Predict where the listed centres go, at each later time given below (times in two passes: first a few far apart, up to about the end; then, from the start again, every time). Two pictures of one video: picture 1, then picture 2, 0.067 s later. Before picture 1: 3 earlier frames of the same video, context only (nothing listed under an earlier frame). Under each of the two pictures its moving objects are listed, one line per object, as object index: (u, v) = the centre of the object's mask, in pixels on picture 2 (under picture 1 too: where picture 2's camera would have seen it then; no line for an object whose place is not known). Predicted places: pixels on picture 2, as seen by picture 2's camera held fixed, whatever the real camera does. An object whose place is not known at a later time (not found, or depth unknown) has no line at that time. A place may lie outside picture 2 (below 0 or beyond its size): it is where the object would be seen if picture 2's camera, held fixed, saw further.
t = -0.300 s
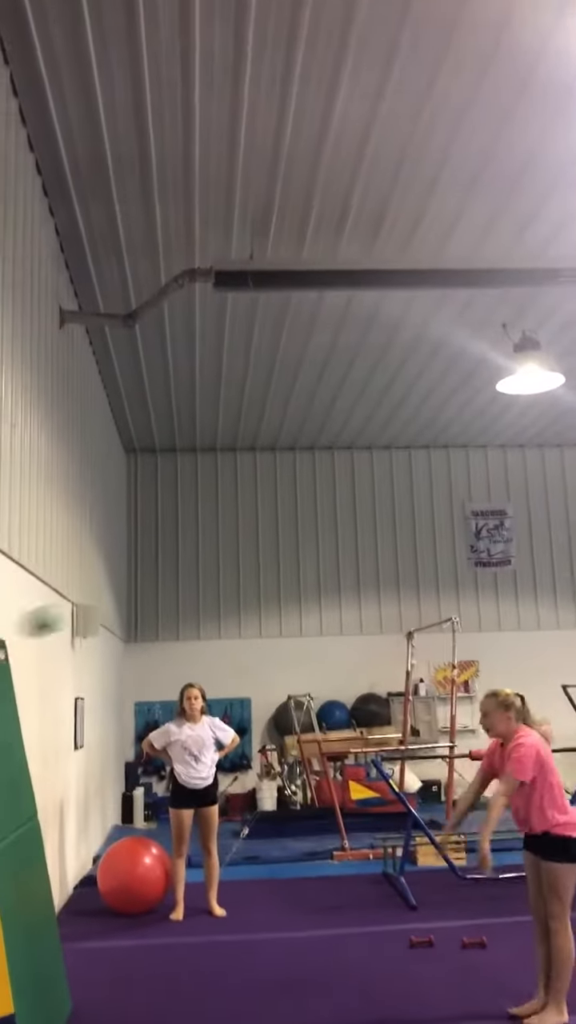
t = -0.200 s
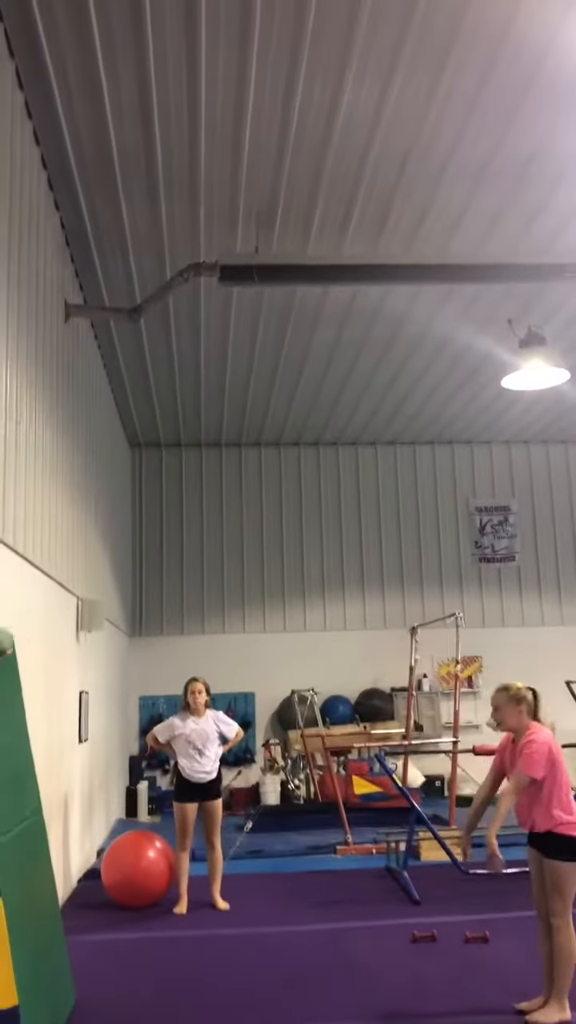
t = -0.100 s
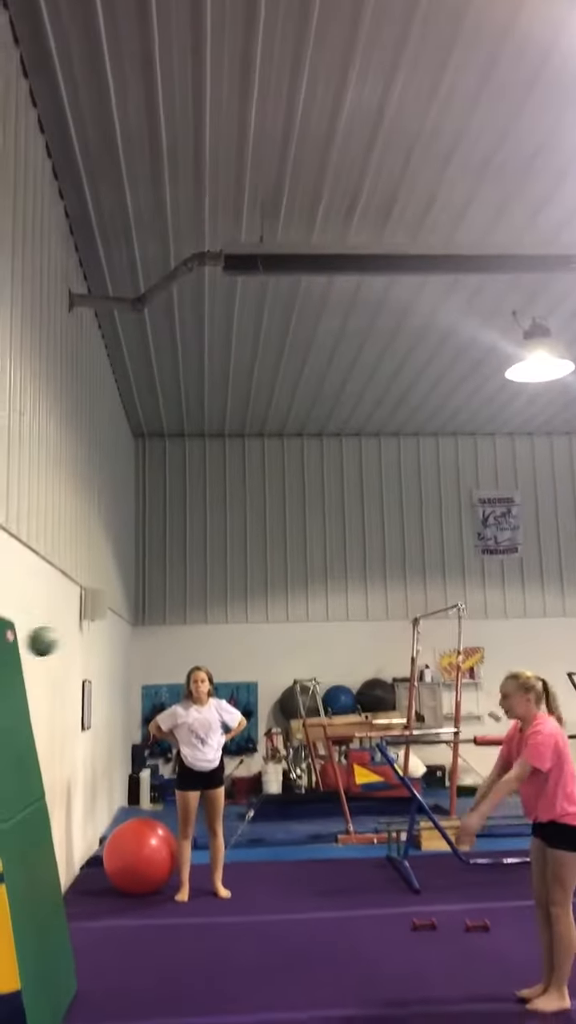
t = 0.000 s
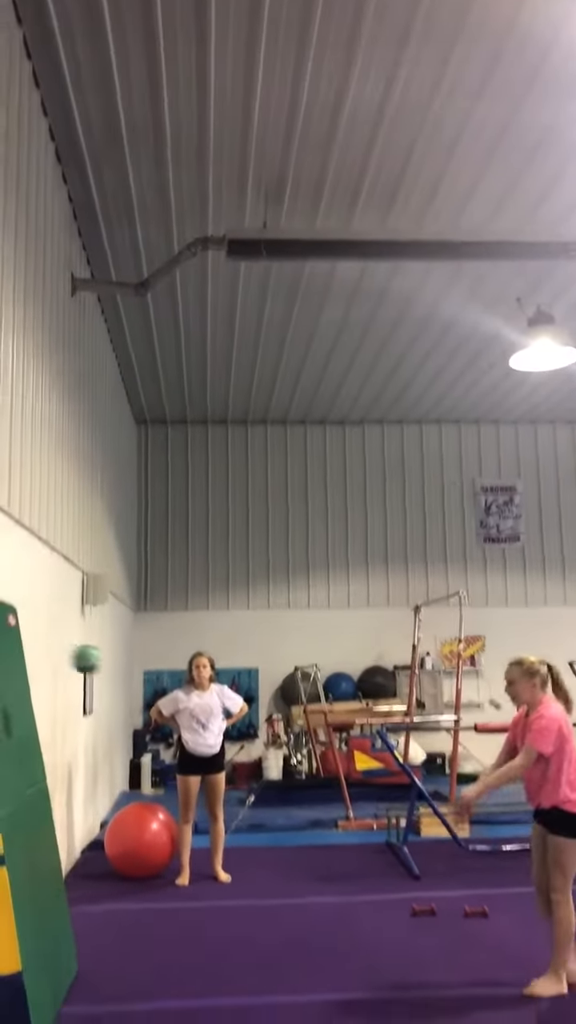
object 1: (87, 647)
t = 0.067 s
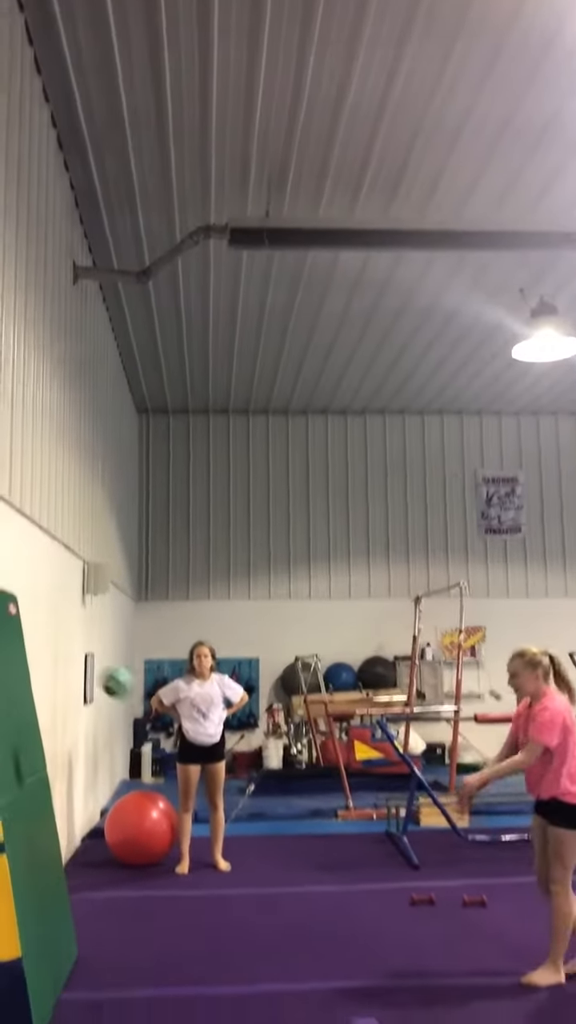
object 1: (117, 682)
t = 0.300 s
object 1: (215, 878)
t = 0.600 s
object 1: (288, 946)
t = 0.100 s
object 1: (130, 703)
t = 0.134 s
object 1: (144, 726)
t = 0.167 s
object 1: (158, 750)
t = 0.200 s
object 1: (173, 776)
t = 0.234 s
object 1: (187, 808)
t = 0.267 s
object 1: (202, 841)
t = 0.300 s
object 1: (215, 878)
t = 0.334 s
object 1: (229, 917)
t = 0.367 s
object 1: (245, 958)
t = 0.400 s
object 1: (256, 986)
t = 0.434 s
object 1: (262, 974)
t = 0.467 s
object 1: (267, 962)
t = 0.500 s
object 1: (272, 954)
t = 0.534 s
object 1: (277, 949)
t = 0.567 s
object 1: (283, 946)
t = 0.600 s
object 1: (288, 946)
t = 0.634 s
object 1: (294, 949)
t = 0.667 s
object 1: (299, 954)
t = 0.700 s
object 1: (305, 961)
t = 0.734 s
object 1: (311, 972)
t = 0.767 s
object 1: (316, 981)
